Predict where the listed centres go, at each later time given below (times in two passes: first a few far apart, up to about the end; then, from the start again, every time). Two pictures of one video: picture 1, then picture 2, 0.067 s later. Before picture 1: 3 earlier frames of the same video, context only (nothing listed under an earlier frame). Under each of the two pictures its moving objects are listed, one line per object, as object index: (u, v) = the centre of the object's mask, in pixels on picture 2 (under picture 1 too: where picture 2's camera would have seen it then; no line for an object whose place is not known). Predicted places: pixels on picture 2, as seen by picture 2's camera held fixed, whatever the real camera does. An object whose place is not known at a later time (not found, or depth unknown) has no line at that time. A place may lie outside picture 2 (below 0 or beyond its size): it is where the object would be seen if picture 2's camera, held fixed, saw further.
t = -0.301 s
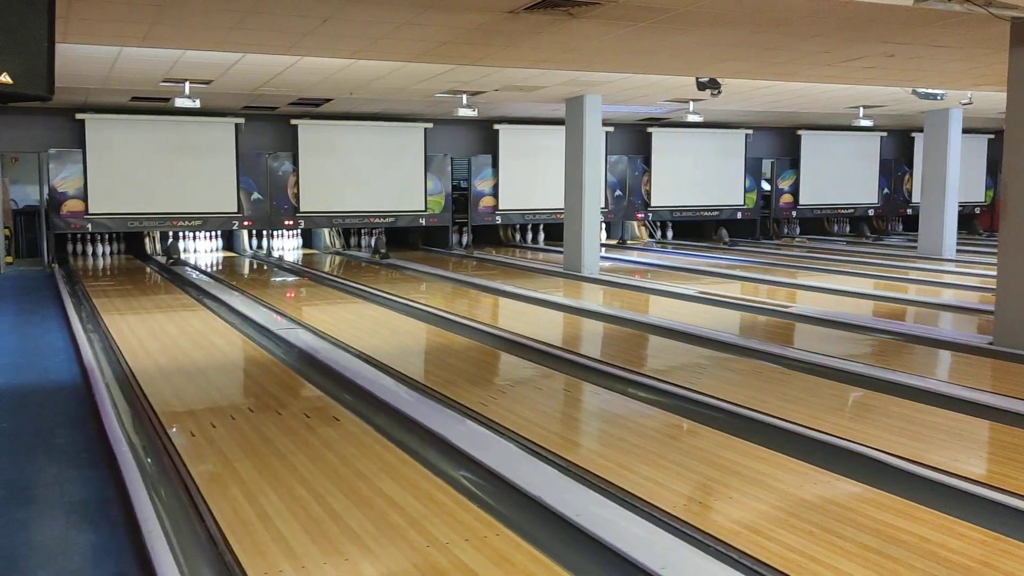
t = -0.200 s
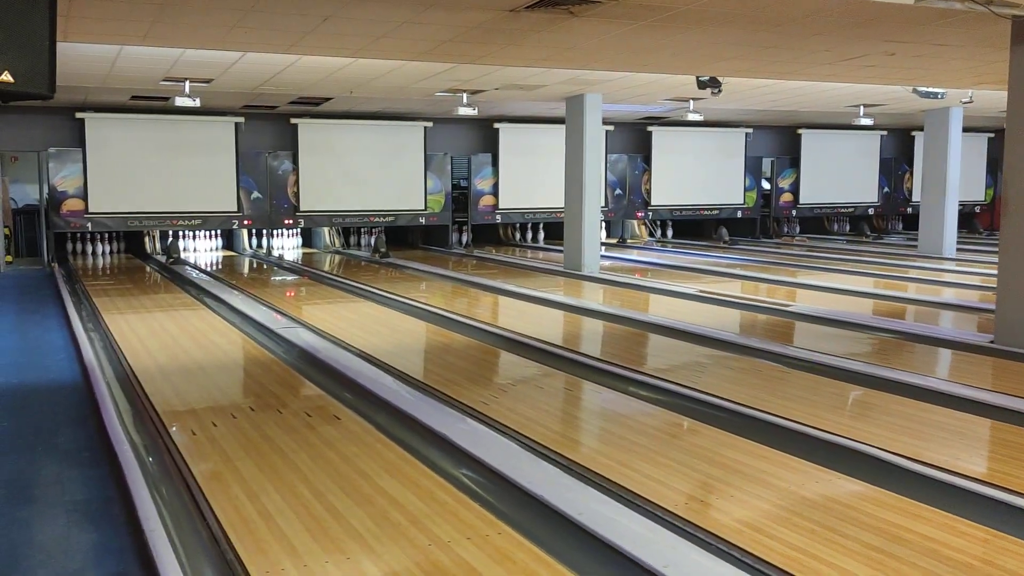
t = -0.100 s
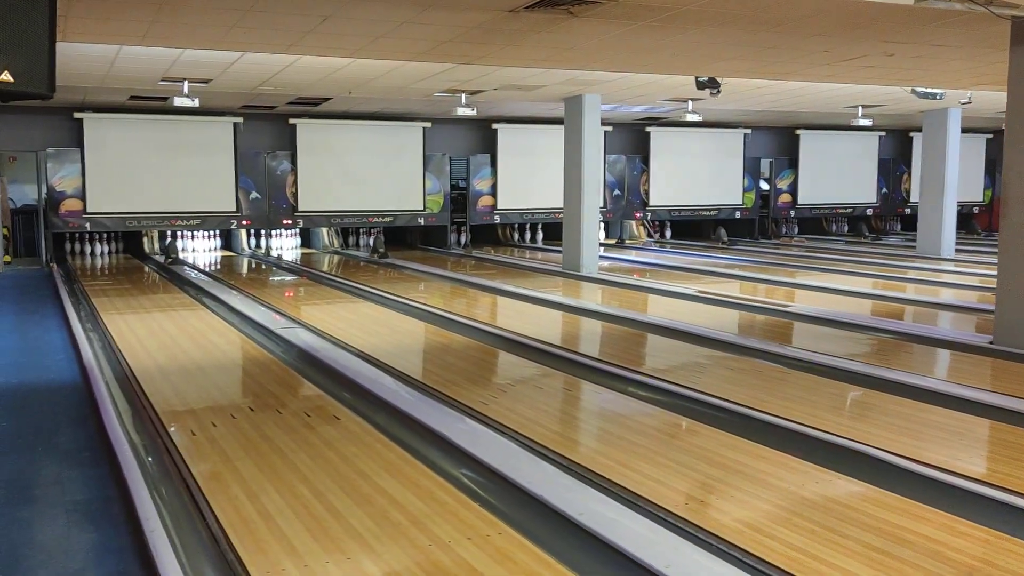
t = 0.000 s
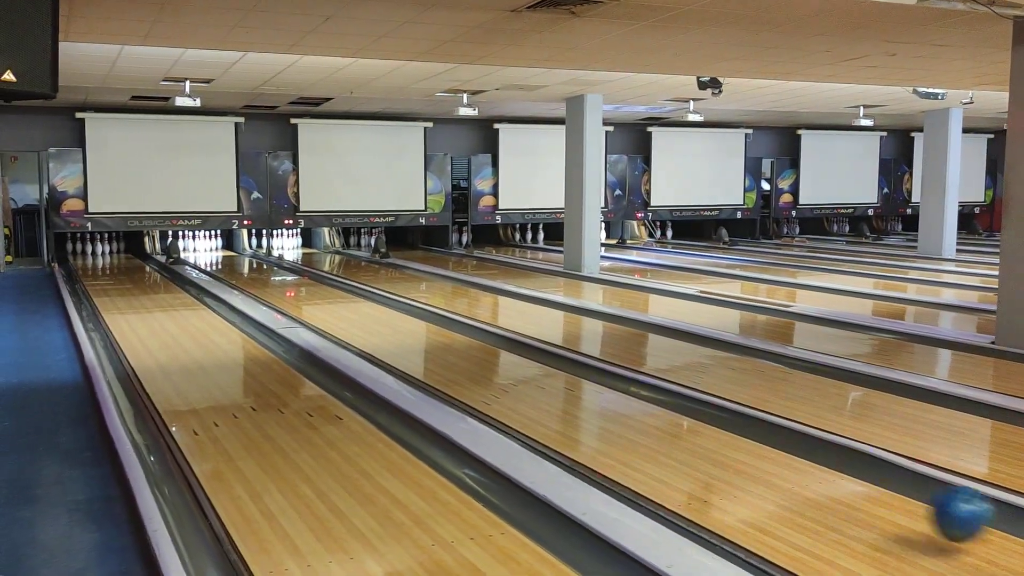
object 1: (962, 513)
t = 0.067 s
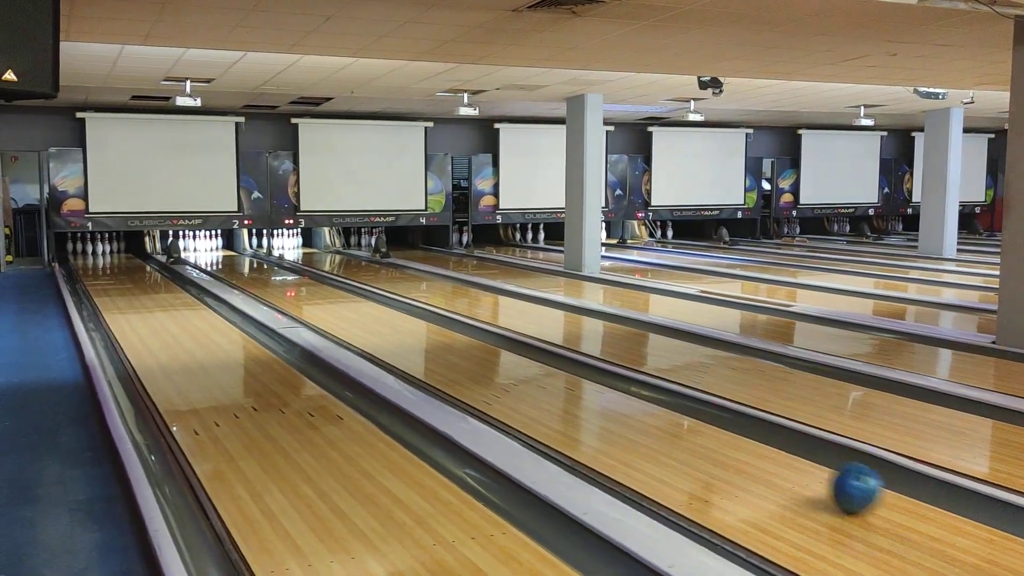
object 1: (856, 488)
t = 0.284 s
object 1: (634, 405)
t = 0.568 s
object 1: (478, 348)
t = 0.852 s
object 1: (388, 313)
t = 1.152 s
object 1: (327, 289)
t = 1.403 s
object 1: (290, 275)
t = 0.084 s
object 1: (833, 479)
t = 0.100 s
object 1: (812, 471)
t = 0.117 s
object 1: (792, 464)
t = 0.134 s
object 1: (772, 457)
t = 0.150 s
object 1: (754, 450)
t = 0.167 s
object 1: (737, 443)
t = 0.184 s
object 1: (720, 437)
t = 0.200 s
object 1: (704, 431)
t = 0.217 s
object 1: (689, 426)
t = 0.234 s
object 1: (675, 420)
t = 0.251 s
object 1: (661, 415)
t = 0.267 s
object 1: (647, 410)
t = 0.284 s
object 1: (634, 405)
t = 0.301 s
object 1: (623, 401)
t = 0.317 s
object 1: (610, 396)
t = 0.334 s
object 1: (599, 392)
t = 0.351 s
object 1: (588, 387)
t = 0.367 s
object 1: (578, 384)
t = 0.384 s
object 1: (568, 380)
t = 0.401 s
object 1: (558, 376)
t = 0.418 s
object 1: (549, 373)
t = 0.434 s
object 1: (540, 370)
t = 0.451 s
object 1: (531, 366)
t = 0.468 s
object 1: (523, 363)
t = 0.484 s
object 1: (515, 360)
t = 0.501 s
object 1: (507, 357)
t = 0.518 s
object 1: (499, 355)
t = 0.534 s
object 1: (492, 352)
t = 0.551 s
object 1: (485, 350)
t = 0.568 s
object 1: (478, 348)
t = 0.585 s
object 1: (471, 345)
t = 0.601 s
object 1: (465, 342)
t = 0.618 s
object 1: (459, 340)
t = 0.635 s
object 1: (453, 338)
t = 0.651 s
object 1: (447, 336)
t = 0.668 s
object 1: (441, 334)
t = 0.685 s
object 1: (436, 331)
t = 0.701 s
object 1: (430, 329)
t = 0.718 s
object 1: (425, 327)
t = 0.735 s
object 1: (420, 325)
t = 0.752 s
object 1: (415, 324)
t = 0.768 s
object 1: (410, 322)
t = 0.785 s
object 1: (405, 320)
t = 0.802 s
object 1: (401, 318)
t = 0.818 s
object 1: (397, 316)
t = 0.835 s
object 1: (392, 315)
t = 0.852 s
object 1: (388, 313)
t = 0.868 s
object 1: (384, 312)
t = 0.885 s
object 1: (380, 310)
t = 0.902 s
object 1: (376, 308)
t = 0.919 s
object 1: (372, 307)
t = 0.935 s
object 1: (368, 306)
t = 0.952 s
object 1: (365, 304)
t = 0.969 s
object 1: (361, 303)
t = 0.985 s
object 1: (358, 301)
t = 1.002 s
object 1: (355, 300)
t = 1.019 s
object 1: (351, 299)
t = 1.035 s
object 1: (348, 297)
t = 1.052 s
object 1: (344, 296)
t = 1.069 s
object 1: (342, 295)
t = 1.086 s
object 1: (338, 294)
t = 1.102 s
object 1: (336, 292)
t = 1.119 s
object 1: (332, 291)
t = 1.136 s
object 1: (329, 290)
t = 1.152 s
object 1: (327, 289)
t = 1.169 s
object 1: (324, 289)
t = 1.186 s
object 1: (321, 287)
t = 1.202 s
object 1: (318, 287)
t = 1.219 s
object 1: (316, 286)
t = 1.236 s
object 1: (313, 285)
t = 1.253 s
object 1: (311, 284)
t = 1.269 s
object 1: (308, 283)
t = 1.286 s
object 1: (305, 282)
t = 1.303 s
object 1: (304, 281)
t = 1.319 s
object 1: (301, 280)
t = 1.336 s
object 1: (299, 279)
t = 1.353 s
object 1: (297, 278)
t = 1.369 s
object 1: (295, 277)
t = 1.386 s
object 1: (292, 276)
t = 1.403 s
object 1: (290, 275)
